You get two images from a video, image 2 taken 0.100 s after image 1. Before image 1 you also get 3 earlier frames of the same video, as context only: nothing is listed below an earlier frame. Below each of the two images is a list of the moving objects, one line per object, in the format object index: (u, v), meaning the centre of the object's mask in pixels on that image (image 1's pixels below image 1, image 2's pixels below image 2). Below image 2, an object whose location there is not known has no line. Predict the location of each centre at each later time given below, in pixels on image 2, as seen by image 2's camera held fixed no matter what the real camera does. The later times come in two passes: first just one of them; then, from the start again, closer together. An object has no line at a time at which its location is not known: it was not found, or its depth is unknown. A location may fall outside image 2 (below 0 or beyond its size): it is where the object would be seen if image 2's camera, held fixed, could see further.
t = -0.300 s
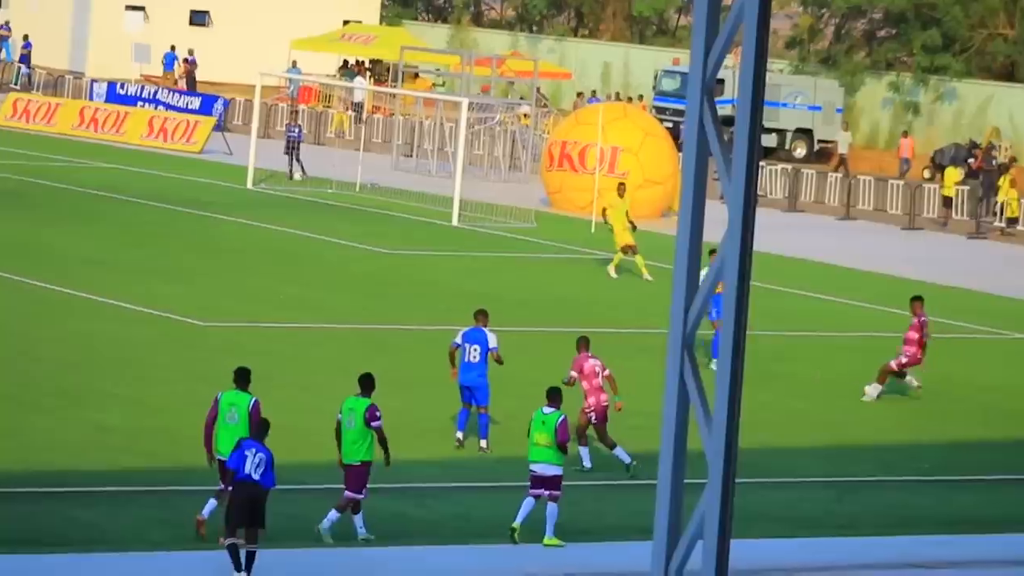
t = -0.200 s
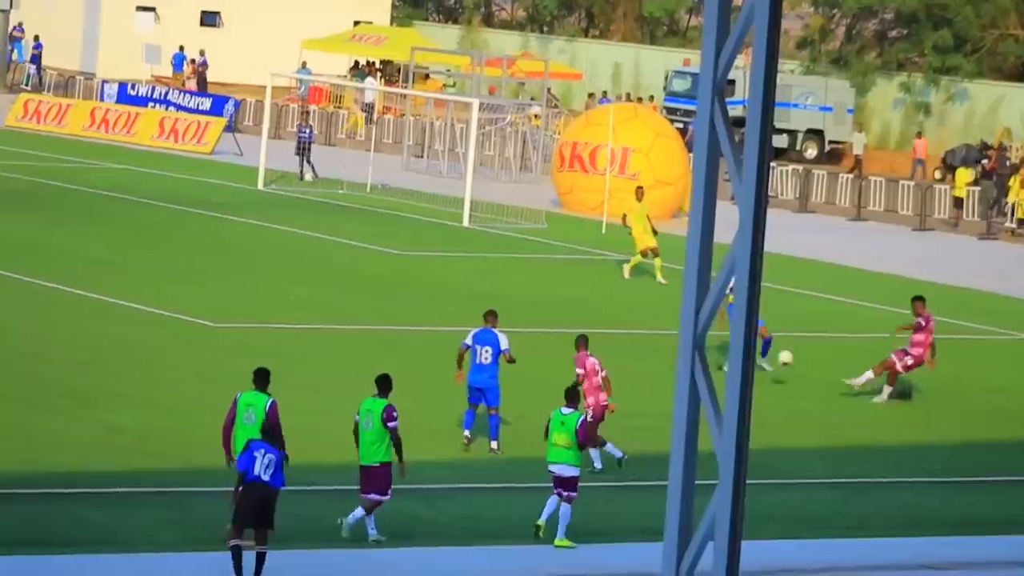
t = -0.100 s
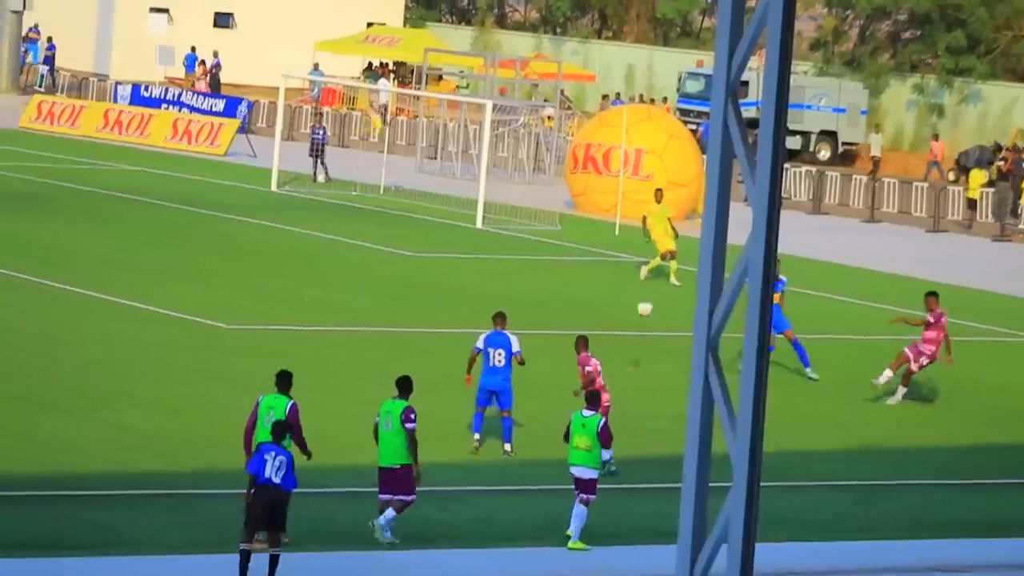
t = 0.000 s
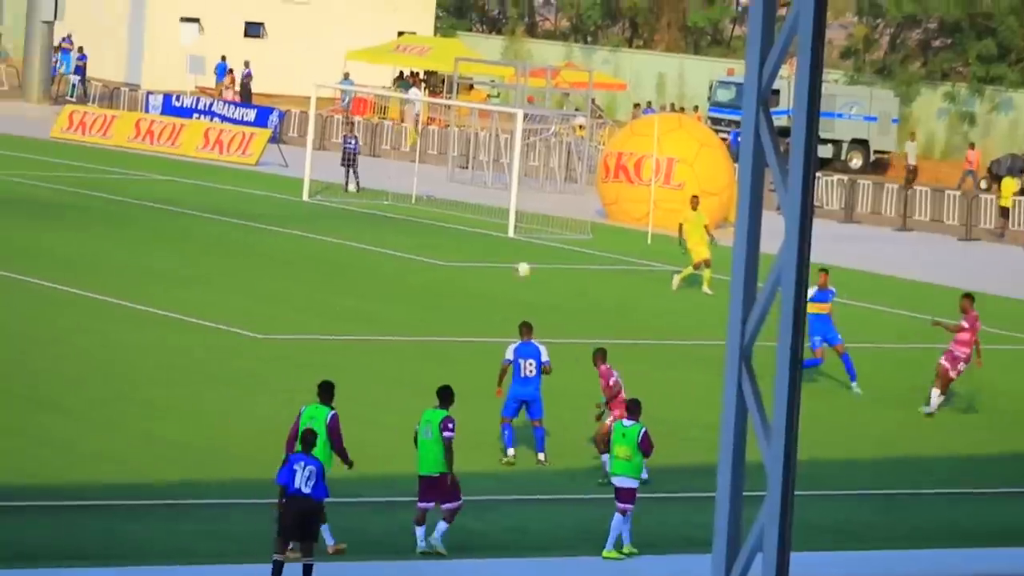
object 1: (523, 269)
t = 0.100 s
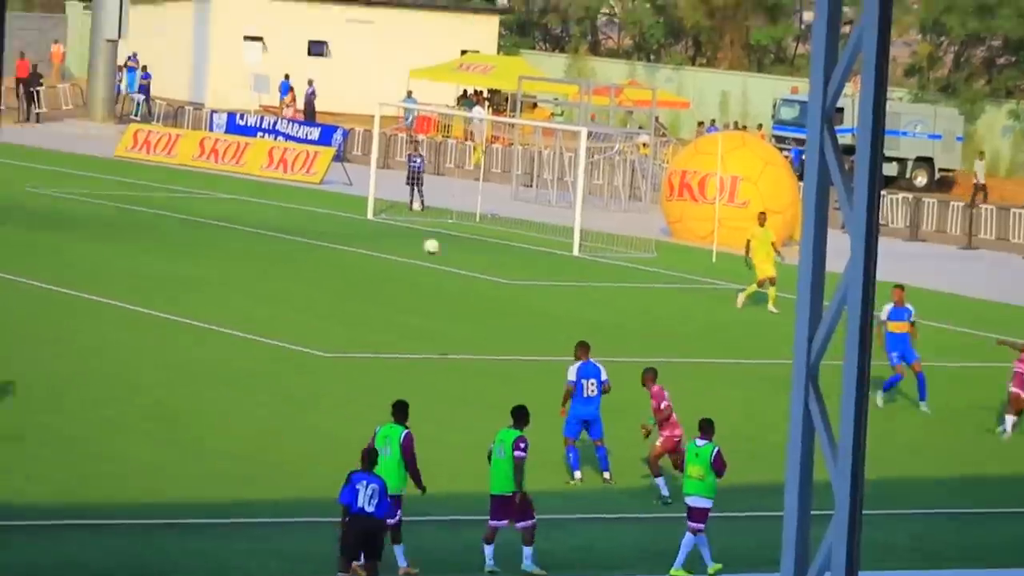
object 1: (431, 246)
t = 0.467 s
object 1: (-167, 157)
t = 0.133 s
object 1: (378, 234)
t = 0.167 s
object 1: (324, 223)
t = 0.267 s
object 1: (163, 194)
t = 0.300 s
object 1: (111, 186)
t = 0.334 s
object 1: (57, 179)
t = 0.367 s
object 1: (3, 172)
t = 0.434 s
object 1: (-108, 161)
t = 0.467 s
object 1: (-167, 157)
